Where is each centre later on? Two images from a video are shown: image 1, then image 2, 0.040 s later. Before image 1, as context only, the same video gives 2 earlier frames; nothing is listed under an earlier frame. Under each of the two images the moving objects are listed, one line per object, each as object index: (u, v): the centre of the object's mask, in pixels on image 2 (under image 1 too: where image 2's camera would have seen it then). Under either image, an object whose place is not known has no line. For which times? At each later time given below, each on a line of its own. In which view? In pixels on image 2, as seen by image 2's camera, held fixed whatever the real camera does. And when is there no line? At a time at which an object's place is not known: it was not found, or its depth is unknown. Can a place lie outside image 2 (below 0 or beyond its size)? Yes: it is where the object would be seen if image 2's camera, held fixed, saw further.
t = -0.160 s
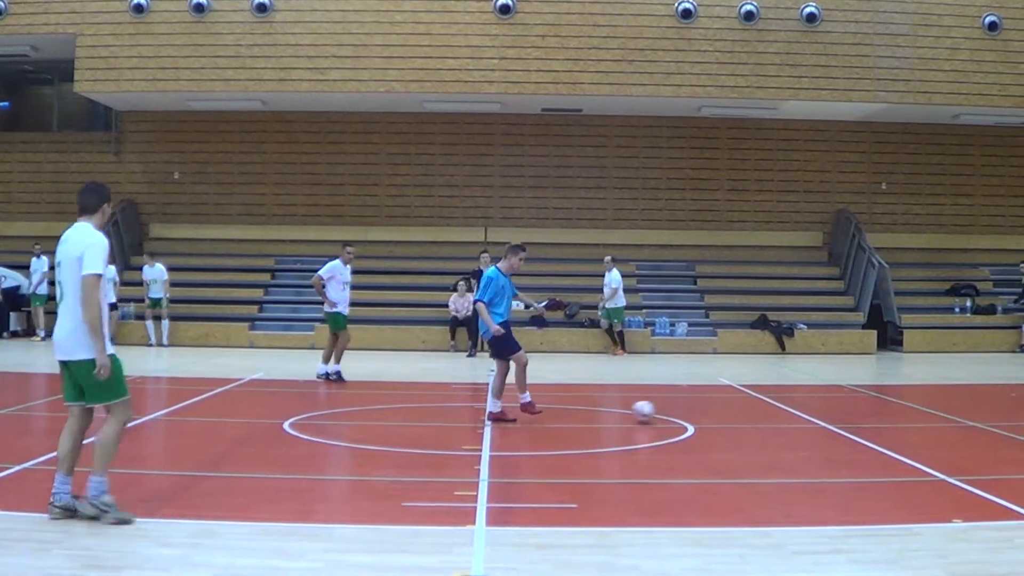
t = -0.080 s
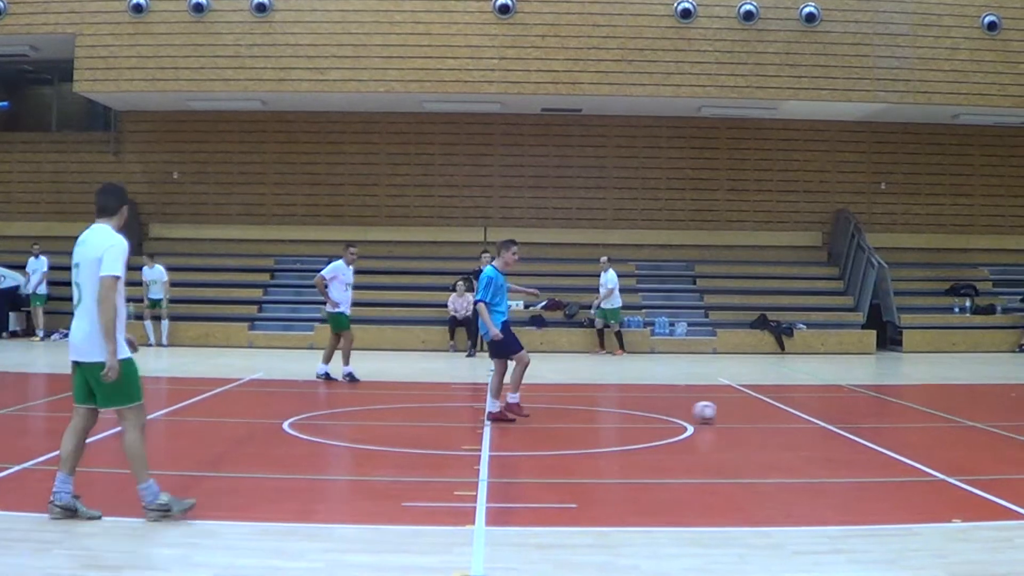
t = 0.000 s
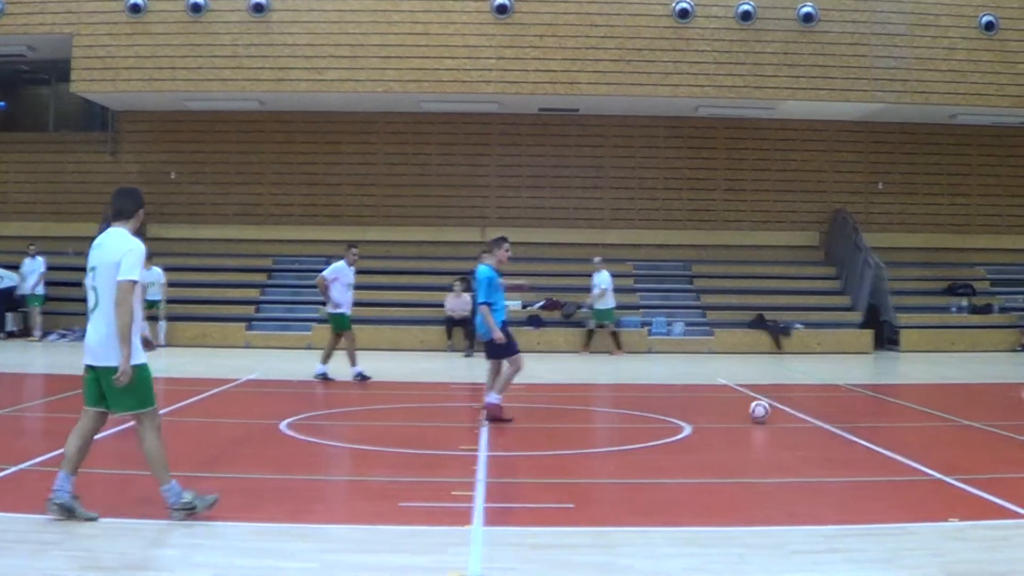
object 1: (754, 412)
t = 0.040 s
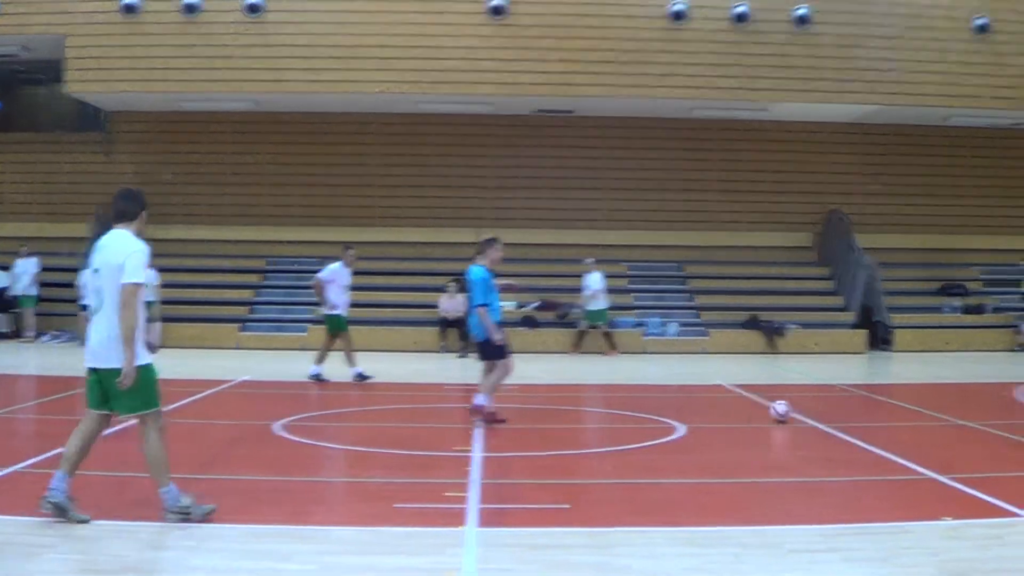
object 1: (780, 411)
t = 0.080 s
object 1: (800, 411)
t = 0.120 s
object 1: (824, 411)
